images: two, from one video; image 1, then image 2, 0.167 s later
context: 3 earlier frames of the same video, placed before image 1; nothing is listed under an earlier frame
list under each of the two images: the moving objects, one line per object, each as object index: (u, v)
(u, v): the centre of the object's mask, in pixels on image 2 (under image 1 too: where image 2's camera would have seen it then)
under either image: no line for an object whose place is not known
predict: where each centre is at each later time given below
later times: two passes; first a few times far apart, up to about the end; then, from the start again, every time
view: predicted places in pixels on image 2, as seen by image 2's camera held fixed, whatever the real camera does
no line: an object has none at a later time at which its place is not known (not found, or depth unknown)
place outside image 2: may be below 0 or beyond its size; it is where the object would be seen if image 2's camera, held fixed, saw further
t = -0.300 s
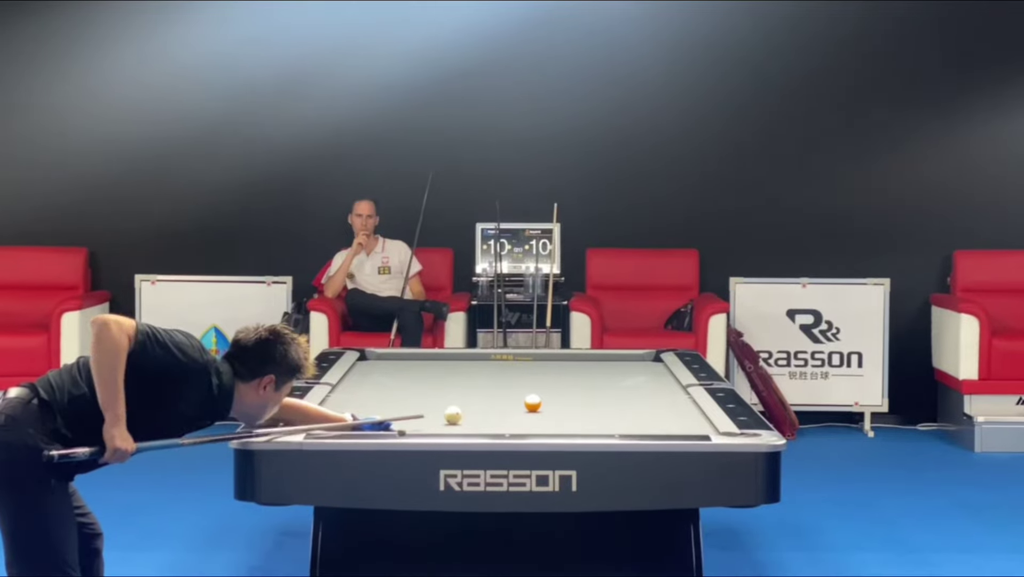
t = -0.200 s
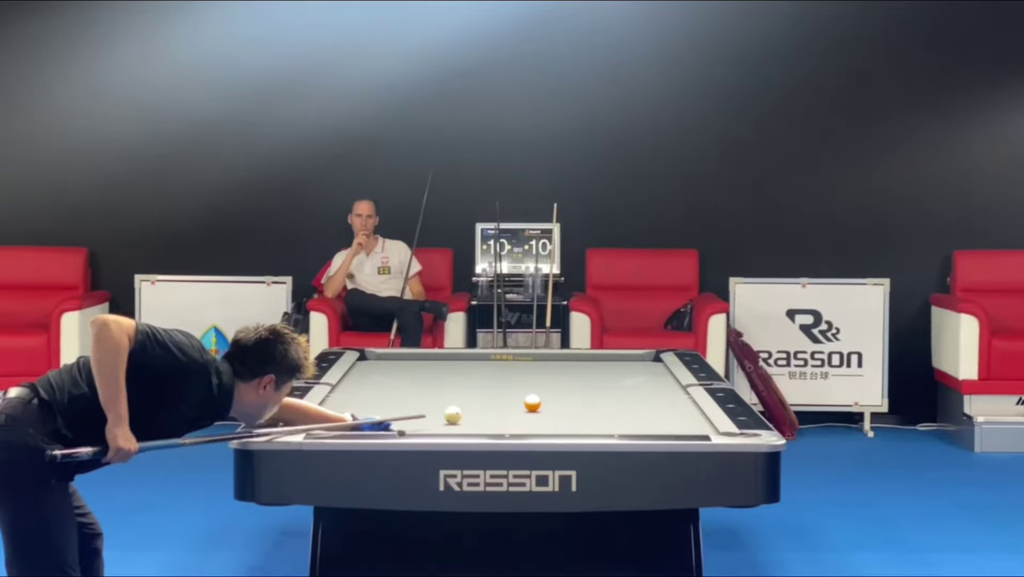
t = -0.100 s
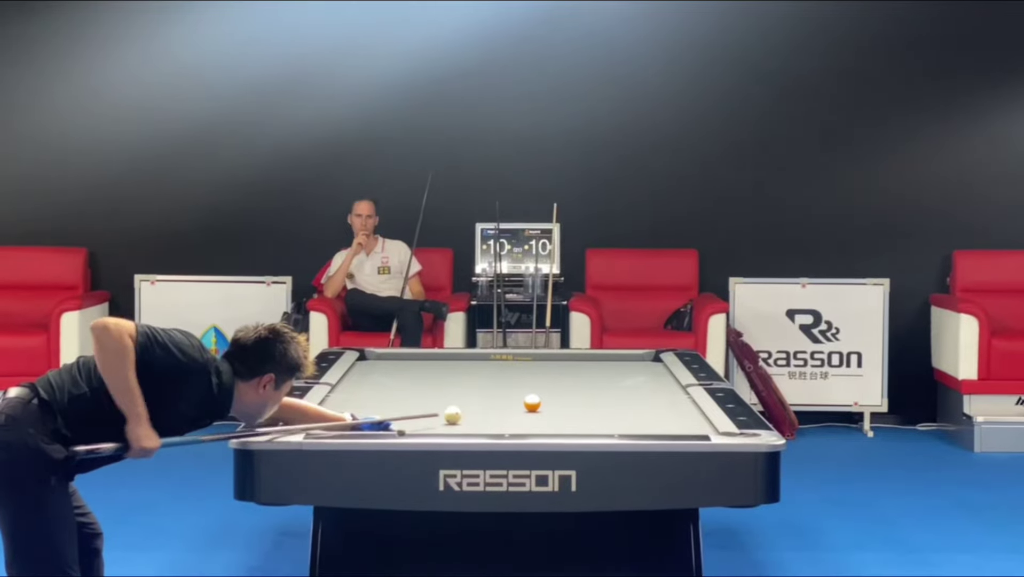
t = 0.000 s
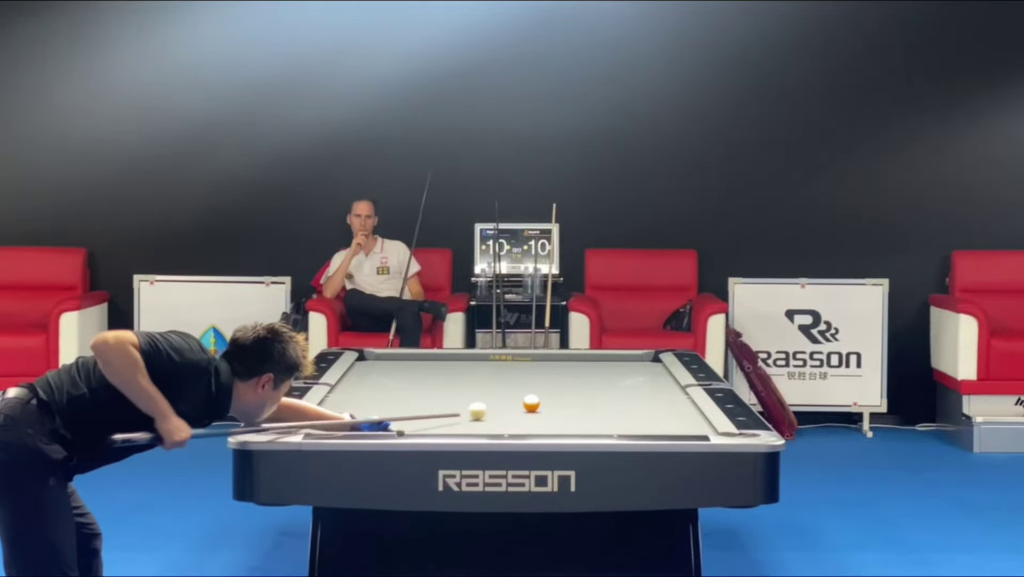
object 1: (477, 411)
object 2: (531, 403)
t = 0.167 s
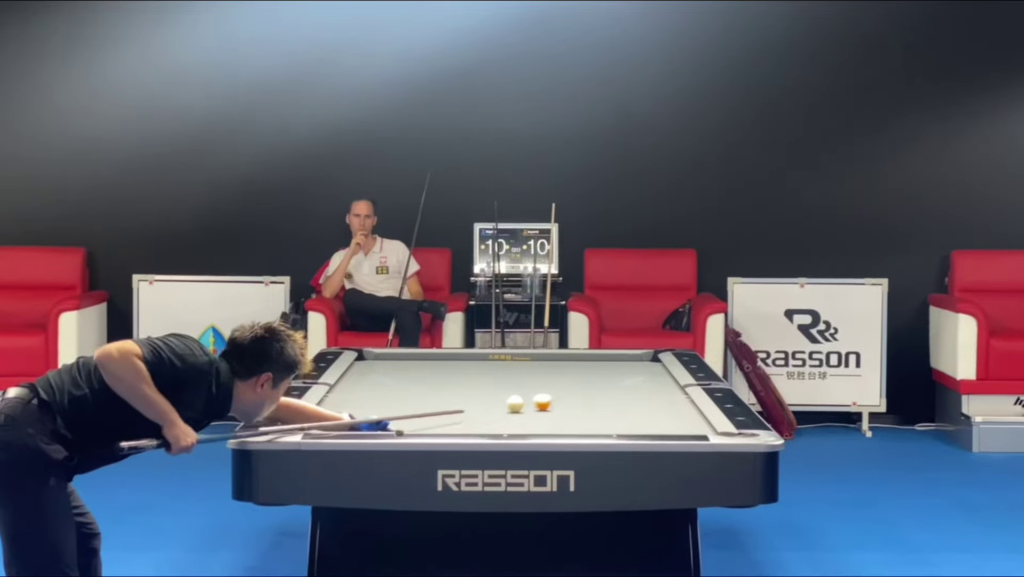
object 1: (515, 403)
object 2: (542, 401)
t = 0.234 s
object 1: (513, 402)
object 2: (562, 399)
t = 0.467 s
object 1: (516, 398)
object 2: (617, 395)
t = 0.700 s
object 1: (520, 394)
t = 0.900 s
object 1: (523, 390)
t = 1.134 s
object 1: (527, 387)
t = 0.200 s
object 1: (514, 403)
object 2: (552, 400)
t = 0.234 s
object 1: (513, 402)
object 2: (562, 399)
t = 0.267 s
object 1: (513, 402)
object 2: (572, 398)
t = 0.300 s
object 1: (513, 402)
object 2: (579, 398)
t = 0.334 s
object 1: (514, 401)
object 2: (587, 397)
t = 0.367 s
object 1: (514, 400)
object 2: (595, 396)
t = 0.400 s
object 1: (515, 399)
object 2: (602, 396)
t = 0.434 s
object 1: (516, 399)
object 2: (609, 395)
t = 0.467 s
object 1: (516, 398)
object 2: (617, 395)
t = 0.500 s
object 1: (517, 398)
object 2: (623, 394)
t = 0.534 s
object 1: (517, 397)
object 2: (631, 393)
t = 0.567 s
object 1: (518, 396)
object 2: (638, 393)
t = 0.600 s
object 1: (518, 396)
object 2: (644, 392)
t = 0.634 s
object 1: (519, 395)
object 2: (651, 391)
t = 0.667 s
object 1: (520, 395)
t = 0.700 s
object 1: (520, 394)
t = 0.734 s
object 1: (521, 393)
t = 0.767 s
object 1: (521, 393)
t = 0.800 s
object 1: (522, 392)
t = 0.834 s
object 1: (522, 392)
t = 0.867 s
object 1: (522, 391)
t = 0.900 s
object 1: (523, 390)
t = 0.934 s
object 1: (524, 390)
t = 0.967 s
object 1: (524, 390)
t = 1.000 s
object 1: (525, 389)
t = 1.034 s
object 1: (525, 388)
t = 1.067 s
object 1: (526, 388)
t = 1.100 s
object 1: (526, 388)
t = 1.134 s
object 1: (527, 387)
